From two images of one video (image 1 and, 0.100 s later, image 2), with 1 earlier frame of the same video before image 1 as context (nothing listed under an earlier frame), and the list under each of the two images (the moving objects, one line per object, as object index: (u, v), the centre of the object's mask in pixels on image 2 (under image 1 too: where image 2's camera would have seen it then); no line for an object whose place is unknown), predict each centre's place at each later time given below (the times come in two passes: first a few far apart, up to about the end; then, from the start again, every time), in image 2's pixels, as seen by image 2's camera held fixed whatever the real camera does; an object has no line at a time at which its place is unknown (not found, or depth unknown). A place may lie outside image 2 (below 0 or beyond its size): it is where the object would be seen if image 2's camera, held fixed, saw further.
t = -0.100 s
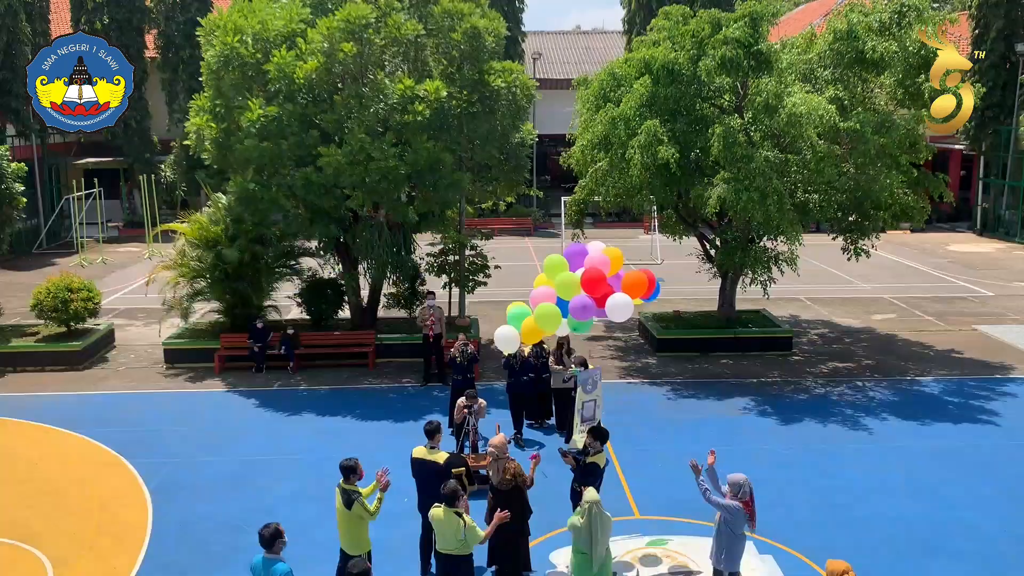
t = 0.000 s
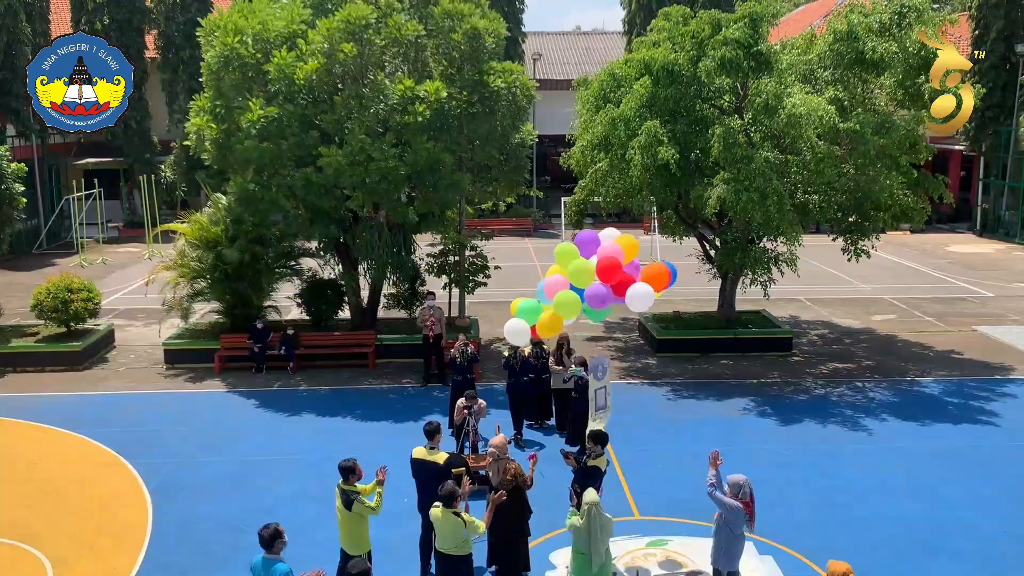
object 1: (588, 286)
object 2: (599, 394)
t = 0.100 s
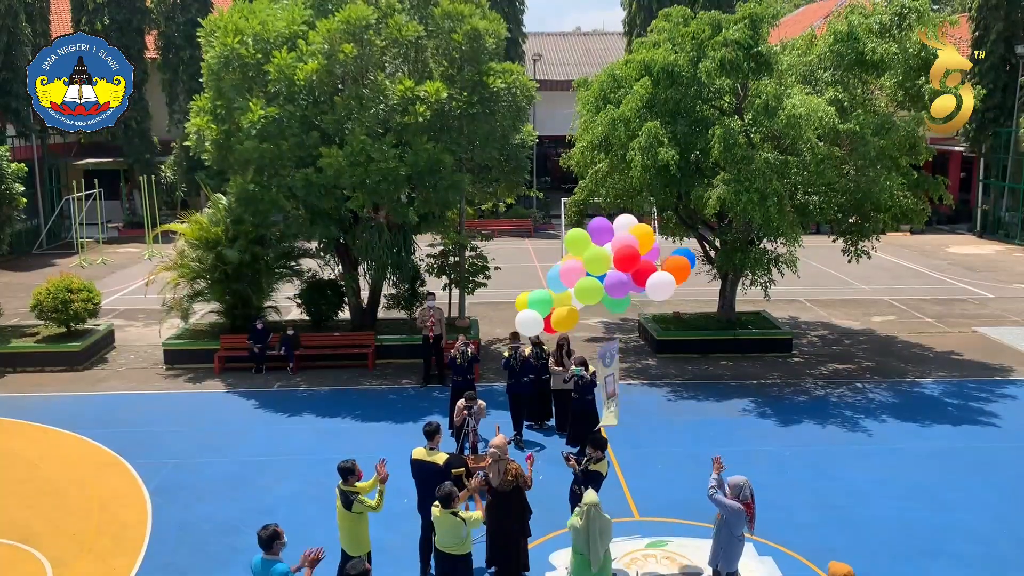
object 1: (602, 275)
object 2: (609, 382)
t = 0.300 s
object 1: (634, 248)
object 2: (626, 356)
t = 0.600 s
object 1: (689, 181)
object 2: (654, 314)
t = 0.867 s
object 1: (714, 138)
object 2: (702, 236)
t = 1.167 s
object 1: (744, 78)
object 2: (739, 209)
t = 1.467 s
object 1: (777, 12)
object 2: (780, 143)
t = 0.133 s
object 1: (607, 271)
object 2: (612, 377)
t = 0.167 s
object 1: (612, 266)
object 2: (615, 372)
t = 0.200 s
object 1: (618, 262)
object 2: (618, 368)
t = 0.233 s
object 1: (623, 258)
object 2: (621, 364)
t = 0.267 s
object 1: (628, 253)
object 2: (623, 359)
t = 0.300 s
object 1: (634, 248)
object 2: (626, 356)
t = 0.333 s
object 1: (640, 243)
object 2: (629, 351)
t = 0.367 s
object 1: (647, 235)
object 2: (631, 346)
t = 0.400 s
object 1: (663, 223)
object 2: (634, 341)
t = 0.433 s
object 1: (673, 215)
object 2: (637, 336)
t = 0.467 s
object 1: (678, 209)
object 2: (641, 333)
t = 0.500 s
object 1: (681, 199)
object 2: (644, 327)
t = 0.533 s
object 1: (680, 194)
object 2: (647, 322)
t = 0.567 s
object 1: (684, 188)
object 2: (650, 319)
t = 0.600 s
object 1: (689, 181)
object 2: (654, 314)
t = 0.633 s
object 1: (694, 174)
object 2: (658, 310)
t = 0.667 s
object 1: (703, 171)
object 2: (662, 305)
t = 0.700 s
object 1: (707, 164)
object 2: (666, 300)
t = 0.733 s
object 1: (711, 158)
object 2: (671, 294)
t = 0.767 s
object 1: (716, 151)
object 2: (677, 287)
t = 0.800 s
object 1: (720, 144)
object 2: (683, 278)
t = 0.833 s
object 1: (724, 136)
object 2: (688, 269)
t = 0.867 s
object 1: (714, 138)
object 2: (702, 236)
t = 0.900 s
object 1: (717, 132)
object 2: (702, 249)
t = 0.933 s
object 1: (720, 128)
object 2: (706, 244)
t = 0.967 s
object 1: (723, 121)
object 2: (710, 240)
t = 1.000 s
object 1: (727, 114)
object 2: (714, 236)
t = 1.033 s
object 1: (730, 107)
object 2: (719, 232)
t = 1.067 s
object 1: (734, 99)
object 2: (725, 223)
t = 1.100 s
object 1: (737, 92)
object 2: (728, 223)
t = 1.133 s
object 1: (740, 85)
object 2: (733, 217)
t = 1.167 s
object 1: (744, 78)
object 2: (739, 209)
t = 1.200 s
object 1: (748, 71)
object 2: (744, 201)
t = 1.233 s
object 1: (750, 64)
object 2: (748, 193)
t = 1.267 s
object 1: (754, 57)
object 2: (753, 185)
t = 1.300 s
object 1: (757, 50)
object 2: (757, 179)
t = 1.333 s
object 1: (761, 43)
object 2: (763, 170)
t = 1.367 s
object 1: (763, 35)
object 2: (767, 166)
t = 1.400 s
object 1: (770, 26)
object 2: (771, 158)
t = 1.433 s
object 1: (774, 18)
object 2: (776, 151)
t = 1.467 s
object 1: (777, 12)
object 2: (780, 143)
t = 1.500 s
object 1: (779, 6)
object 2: (784, 136)
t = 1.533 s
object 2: (788, 130)
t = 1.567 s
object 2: (792, 122)
